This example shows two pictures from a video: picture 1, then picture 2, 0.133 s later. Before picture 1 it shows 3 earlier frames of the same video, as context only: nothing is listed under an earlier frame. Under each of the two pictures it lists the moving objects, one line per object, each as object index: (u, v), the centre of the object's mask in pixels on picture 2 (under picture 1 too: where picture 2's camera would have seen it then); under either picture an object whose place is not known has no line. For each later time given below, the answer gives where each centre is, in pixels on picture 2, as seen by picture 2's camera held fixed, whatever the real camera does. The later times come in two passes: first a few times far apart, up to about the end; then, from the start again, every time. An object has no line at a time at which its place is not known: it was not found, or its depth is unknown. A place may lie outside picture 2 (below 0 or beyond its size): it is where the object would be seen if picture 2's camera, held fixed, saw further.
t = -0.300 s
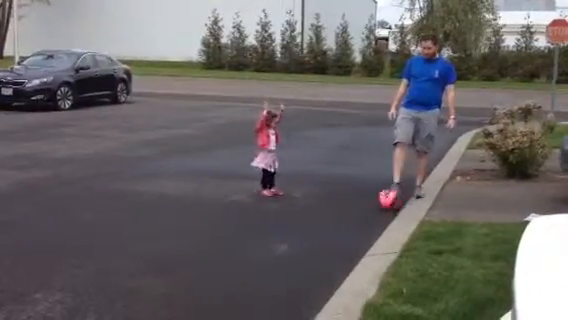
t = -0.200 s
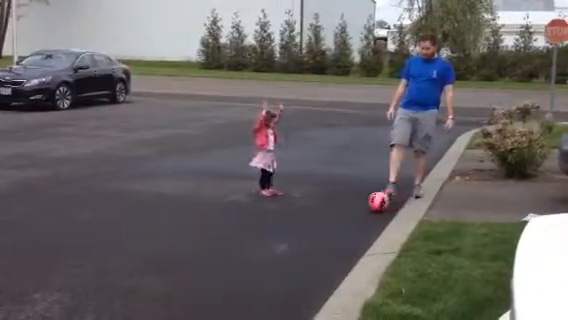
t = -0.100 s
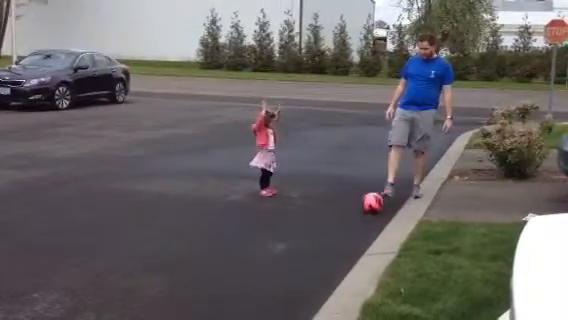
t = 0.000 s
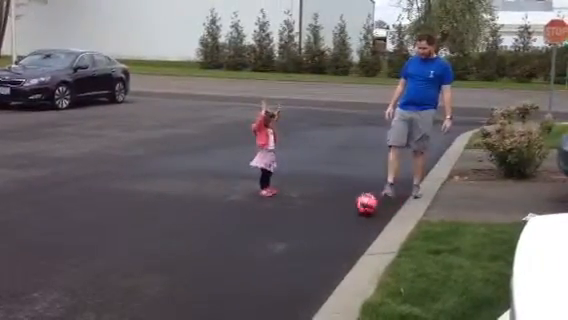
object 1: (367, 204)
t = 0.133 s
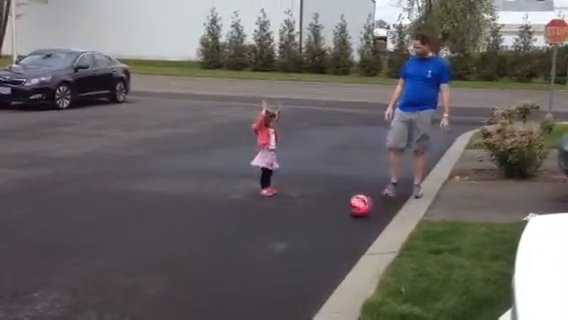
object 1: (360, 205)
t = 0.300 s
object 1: (349, 208)
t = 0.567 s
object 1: (334, 210)
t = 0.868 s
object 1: (318, 213)
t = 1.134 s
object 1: (305, 216)
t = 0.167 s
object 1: (357, 206)
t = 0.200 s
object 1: (355, 206)
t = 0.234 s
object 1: (354, 205)
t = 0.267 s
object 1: (352, 207)
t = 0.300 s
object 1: (349, 208)
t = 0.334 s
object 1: (348, 208)
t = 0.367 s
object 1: (346, 208)
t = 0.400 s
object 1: (344, 207)
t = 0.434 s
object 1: (341, 208)
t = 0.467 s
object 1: (339, 209)
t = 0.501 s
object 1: (338, 209)
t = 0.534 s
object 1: (335, 210)
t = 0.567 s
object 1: (334, 210)
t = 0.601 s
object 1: (332, 210)
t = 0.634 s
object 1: (330, 211)
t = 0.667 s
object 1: (328, 212)
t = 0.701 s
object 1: (327, 212)
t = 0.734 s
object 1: (325, 212)
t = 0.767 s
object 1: (324, 212)
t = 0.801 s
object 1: (322, 213)
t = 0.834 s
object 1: (320, 213)
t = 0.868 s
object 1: (318, 213)
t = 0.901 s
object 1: (317, 213)
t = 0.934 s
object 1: (315, 213)
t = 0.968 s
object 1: (313, 214)
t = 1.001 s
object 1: (311, 215)
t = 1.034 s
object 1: (309, 215)
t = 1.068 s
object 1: (308, 215)
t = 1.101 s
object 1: (306, 215)
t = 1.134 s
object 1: (305, 216)
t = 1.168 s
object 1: (304, 216)
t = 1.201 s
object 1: (302, 217)
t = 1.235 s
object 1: (300, 217)
